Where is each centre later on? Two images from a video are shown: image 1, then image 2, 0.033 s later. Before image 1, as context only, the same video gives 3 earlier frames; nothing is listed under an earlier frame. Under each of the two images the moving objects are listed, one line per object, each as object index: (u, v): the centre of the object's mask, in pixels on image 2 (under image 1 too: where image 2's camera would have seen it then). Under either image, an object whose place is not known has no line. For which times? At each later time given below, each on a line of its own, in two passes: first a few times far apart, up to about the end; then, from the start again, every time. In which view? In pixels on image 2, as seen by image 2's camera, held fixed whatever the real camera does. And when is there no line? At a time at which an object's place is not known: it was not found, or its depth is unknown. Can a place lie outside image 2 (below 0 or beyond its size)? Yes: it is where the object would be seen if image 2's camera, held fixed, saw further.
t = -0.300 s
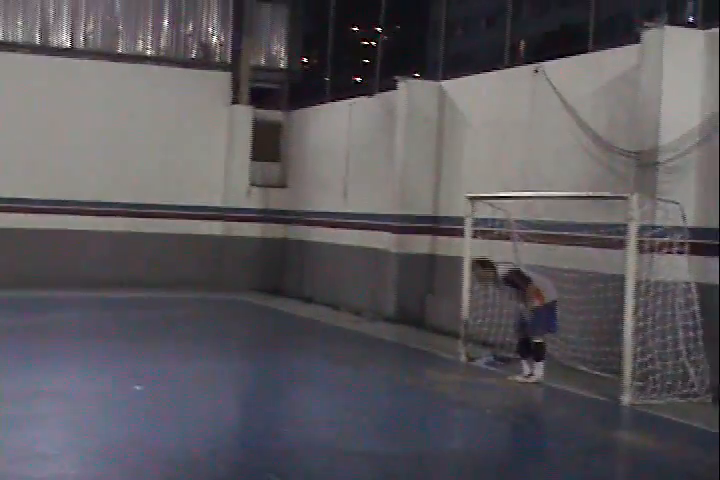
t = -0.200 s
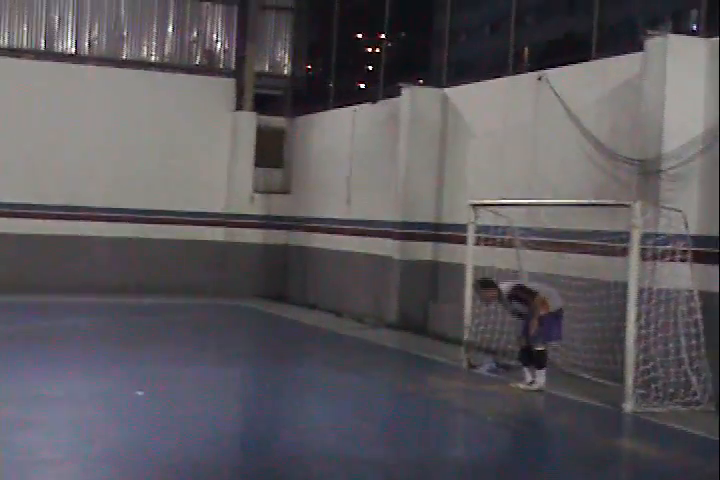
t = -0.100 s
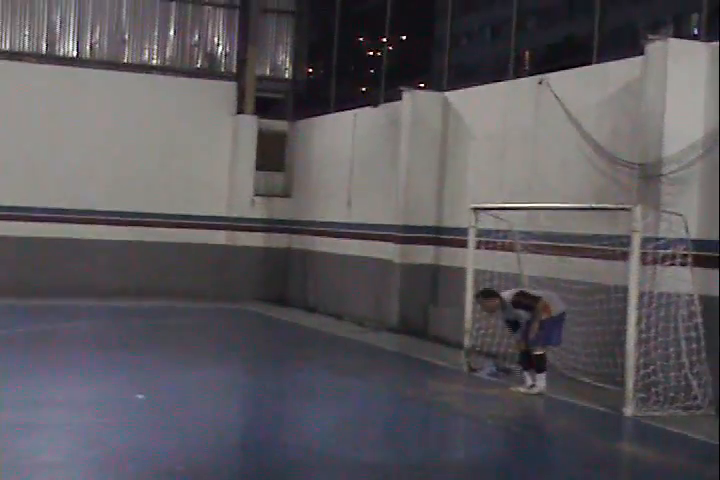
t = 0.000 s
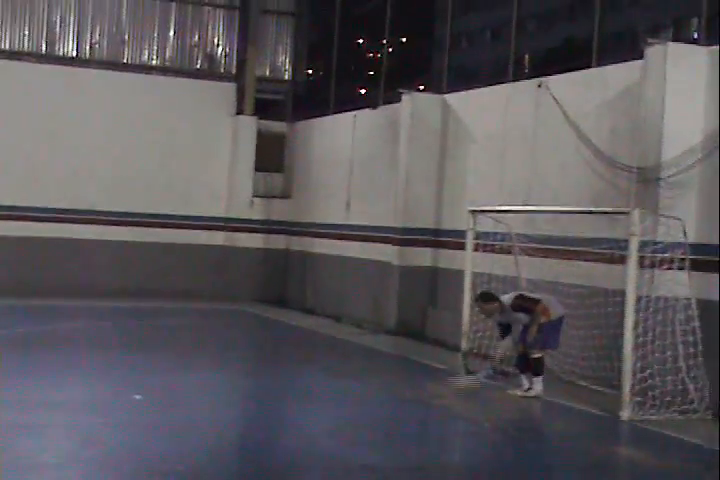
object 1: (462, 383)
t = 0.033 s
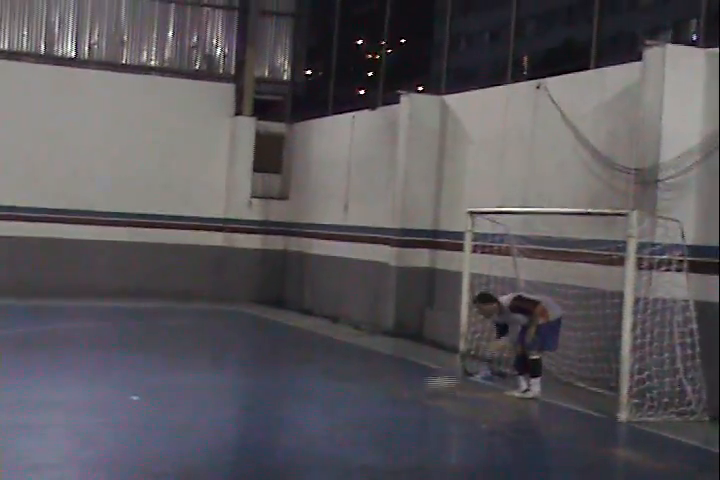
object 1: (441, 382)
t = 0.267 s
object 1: (293, 385)
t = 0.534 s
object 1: (140, 386)
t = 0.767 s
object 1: (1, 390)
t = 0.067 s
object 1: (418, 382)
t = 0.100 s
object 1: (397, 383)
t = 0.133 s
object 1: (377, 383)
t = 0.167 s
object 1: (355, 386)
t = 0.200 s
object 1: (334, 386)
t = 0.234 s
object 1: (314, 385)
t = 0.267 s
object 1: (293, 385)
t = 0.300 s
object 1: (272, 385)
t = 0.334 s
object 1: (254, 385)
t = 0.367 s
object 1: (235, 386)
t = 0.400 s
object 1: (216, 386)
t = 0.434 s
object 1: (196, 387)
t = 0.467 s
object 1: (179, 387)
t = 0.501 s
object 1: (160, 386)
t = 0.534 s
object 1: (140, 386)
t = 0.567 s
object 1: (121, 388)
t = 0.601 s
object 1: (103, 387)
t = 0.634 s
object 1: (83, 388)
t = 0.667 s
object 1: (62, 388)
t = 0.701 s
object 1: (43, 388)
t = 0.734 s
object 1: (21, 390)
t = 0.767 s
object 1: (1, 390)
